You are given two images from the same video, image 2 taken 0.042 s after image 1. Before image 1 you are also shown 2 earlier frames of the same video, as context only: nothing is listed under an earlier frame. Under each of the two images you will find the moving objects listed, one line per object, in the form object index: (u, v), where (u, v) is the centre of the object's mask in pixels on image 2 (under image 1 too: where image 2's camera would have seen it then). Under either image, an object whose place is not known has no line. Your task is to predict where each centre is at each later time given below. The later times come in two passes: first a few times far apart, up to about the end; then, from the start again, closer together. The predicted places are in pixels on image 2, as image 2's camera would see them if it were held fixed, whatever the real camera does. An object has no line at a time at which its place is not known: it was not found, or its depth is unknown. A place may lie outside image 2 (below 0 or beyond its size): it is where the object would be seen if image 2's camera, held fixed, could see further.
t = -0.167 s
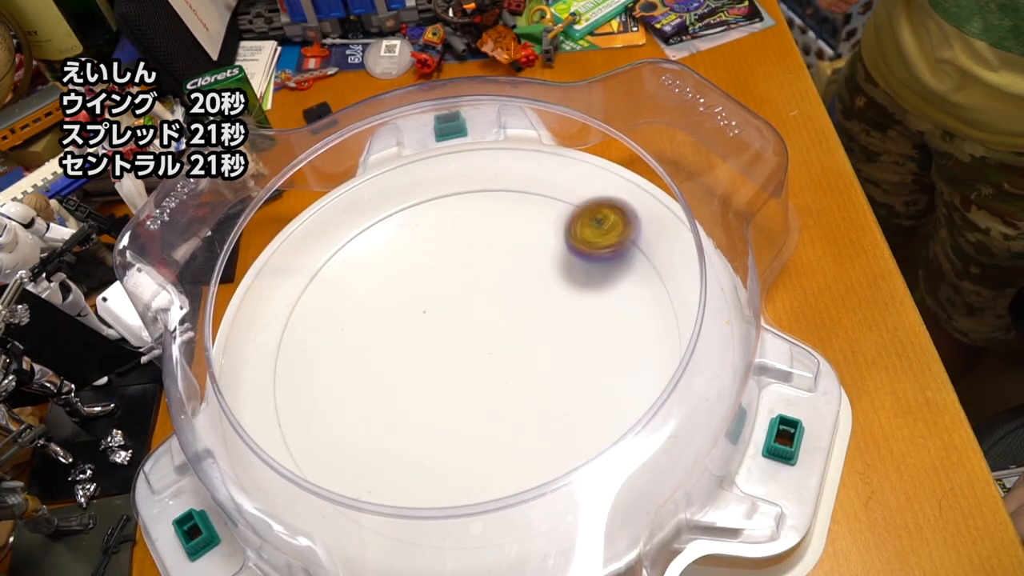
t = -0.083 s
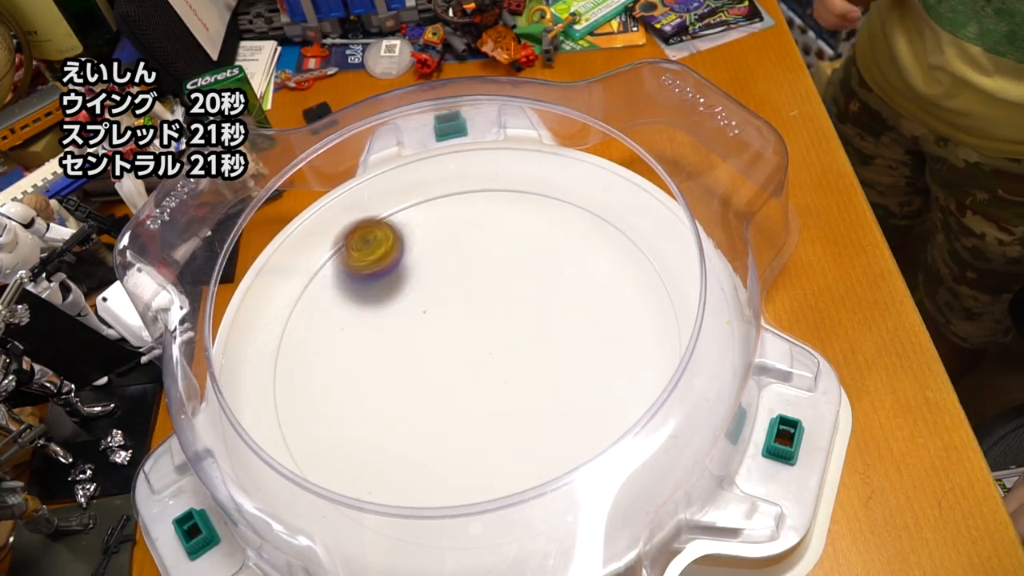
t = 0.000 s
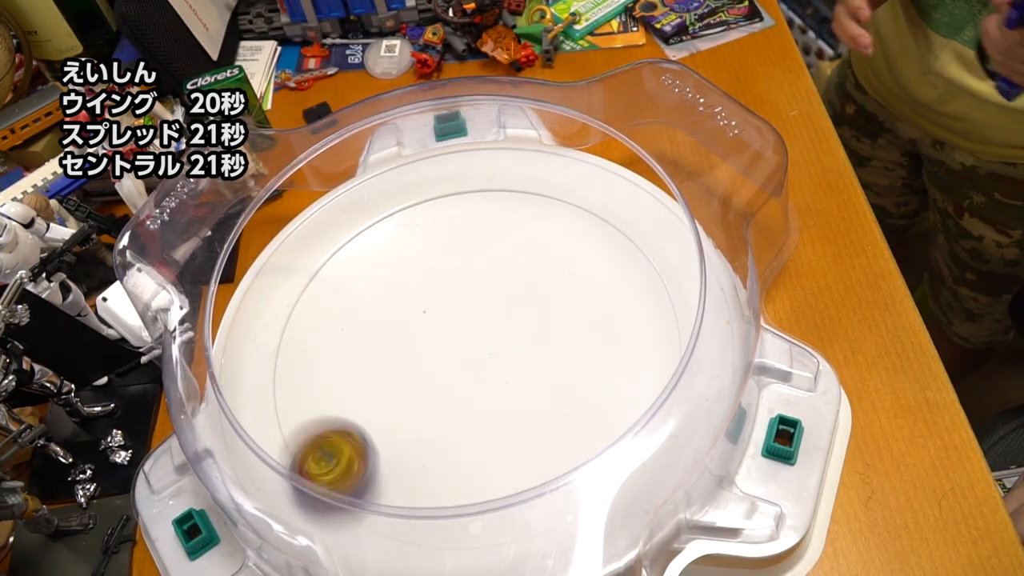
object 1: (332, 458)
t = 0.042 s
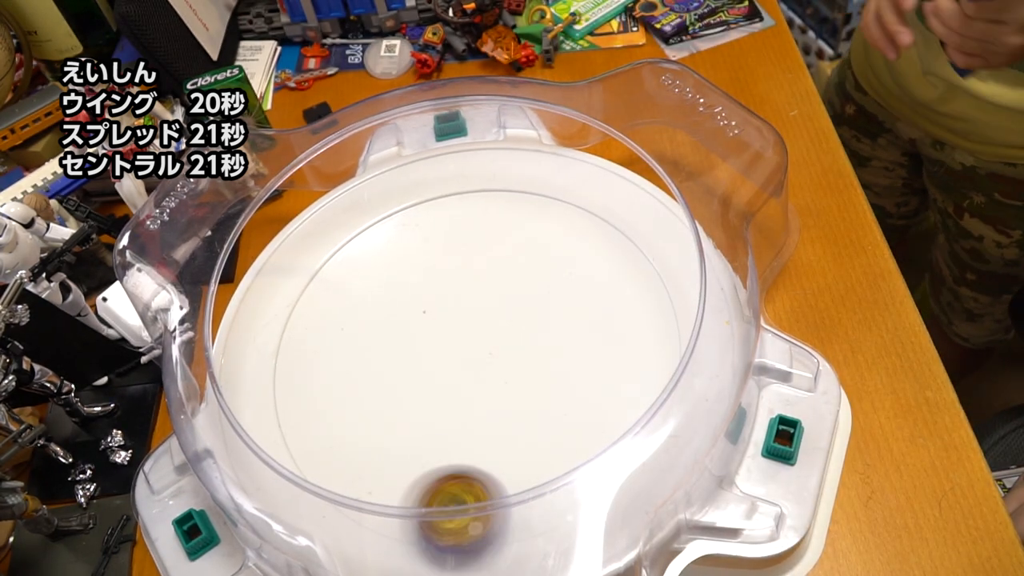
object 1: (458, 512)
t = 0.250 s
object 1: (386, 235)
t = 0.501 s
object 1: (592, 265)
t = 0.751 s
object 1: (536, 431)
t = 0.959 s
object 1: (367, 340)
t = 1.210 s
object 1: (428, 277)
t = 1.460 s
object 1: (512, 284)
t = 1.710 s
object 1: (540, 337)
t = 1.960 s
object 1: (477, 401)
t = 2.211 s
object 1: (397, 355)
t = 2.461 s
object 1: (465, 281)
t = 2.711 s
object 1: (529, 339)
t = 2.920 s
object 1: (413, 365)
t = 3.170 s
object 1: (464, 299)
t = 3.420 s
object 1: (506, 340)
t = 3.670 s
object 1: (480, 363)
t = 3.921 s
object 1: (445, 346)
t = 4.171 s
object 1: (467, 339)
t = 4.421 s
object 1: (452, 363)
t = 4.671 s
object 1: (499, 329)
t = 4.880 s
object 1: (469, 348)
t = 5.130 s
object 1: (453, 372)
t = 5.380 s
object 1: (483, 350)
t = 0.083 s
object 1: (574, 441)
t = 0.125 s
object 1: (628, 352)
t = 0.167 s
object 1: (590, 259)
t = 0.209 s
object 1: (492, 214)
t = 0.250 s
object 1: (386, 235)
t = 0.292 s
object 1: (315, 311)
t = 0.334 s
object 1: (332, 416)
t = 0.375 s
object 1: (432, 467)
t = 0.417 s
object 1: (549, 429)
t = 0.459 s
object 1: (610, 345)
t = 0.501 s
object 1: (592, 265)
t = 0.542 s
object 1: (518, 226)
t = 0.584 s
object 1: (425, 242)
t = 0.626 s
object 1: (361, 311)
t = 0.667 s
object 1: (367, 401)
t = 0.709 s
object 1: (445, 452)
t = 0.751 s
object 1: (536, 431)
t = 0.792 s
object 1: (584, 359)
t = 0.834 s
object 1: (558, 288)
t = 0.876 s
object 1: (490, 257)
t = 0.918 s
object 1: (407, 278)
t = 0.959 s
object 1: (367, 340)
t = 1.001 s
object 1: (389, 404)
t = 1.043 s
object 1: (466, 420)
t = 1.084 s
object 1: (533, 376)
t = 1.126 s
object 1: (540, 309)
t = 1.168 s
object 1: (493, 269)
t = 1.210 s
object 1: (428, 277)
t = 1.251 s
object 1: (389, 324)
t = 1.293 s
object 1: (406, 383)
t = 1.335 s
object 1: (468, 403)
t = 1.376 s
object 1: (529, 374)
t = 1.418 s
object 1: (544, 323)
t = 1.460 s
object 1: (512, 284)
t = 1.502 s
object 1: (452, 282)
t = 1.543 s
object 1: (405, 320)
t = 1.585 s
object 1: (400, 376)
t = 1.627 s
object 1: (446, 406)
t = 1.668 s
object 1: (507, 392)
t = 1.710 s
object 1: (540, 337)
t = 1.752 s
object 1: (517, 292)
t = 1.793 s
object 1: (463, 275)
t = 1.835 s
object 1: (414, 297)
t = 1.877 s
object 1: (389, 349)
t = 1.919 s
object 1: (415, 393)
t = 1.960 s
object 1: (477, 401)
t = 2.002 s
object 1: (531, 371)
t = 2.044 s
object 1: (544, 322)
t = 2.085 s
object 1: (513, 285)
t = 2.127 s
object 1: (459, 280)
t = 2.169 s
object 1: (414, 308)
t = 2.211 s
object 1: (397, 355)
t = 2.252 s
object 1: (423, 395)
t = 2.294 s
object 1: (476, 400)
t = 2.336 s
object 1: (521, 371)
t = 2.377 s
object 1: (531, 325)
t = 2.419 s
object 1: (507, 292)
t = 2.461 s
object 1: (465, 281)
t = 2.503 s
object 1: (420, 300)
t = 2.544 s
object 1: (403, 343)
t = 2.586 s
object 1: (423, 380)
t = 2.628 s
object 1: (463, 394)
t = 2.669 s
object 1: (512, 378)
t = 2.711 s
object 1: (529, 339)
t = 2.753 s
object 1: (517, 306)
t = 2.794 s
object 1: (474, 294)
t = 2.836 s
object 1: (438, 303)
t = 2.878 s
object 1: (413, 335)
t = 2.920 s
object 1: (413, 365)
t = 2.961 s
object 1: (445, 386)
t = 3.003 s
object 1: (486, 383)
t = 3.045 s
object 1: (509, 355)
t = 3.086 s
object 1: (511, 323)
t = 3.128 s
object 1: (494, 303)
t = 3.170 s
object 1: (464, 299)
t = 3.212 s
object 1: (437, 318)
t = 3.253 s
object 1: (428, 347)
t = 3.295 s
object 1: (442, 374)
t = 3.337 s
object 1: (471, 382)
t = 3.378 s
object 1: (498, 368)
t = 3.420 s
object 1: (506, 340)
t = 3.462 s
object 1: (492, 318)
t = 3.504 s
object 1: (466, 309)
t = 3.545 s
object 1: (440, 319)
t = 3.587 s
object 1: (430, 341)
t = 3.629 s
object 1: (448, 364)
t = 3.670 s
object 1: (480, 363)
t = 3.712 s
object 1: (496, 347)
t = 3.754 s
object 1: (496, 334)
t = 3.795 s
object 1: (489, 326)
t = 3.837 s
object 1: (475, 322)
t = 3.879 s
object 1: (453, 332)
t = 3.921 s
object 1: (445, 346)
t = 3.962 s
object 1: (444, 355)
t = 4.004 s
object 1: (448, 365)
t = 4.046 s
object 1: (458, 361)
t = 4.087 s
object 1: (462, 354)
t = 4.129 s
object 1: (469, 340)
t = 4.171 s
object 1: (467, 339)
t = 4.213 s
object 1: (464, 334)
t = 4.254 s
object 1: (468, 335)
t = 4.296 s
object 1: (461, 340)
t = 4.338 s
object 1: (452, 347)
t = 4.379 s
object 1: (448, 353)
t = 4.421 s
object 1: (452, 363)
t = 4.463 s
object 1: (451, 369)
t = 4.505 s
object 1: (451, 364)
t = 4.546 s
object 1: (453, 362)
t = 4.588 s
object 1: (469, 357)
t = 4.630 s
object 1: (489, 343)
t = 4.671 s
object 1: (499, 329)
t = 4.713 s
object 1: (501, 318)
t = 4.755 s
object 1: (497, 319)
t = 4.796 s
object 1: (493, 326)
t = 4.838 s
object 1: (482, 336)
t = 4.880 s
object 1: (469, 348)
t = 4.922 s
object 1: (458, 360)
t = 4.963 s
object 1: (454, 365)
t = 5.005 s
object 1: (448, 365)
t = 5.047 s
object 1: (456, 375)
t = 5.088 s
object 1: (448, 381)
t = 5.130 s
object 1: (453, 372)
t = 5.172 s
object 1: (464, 369)
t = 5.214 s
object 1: (471, 362)
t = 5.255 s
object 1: (483, 348)
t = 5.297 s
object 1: (482, 330)
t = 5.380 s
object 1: (483, 350)
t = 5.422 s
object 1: (484, 348)
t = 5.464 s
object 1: (485, 346)
